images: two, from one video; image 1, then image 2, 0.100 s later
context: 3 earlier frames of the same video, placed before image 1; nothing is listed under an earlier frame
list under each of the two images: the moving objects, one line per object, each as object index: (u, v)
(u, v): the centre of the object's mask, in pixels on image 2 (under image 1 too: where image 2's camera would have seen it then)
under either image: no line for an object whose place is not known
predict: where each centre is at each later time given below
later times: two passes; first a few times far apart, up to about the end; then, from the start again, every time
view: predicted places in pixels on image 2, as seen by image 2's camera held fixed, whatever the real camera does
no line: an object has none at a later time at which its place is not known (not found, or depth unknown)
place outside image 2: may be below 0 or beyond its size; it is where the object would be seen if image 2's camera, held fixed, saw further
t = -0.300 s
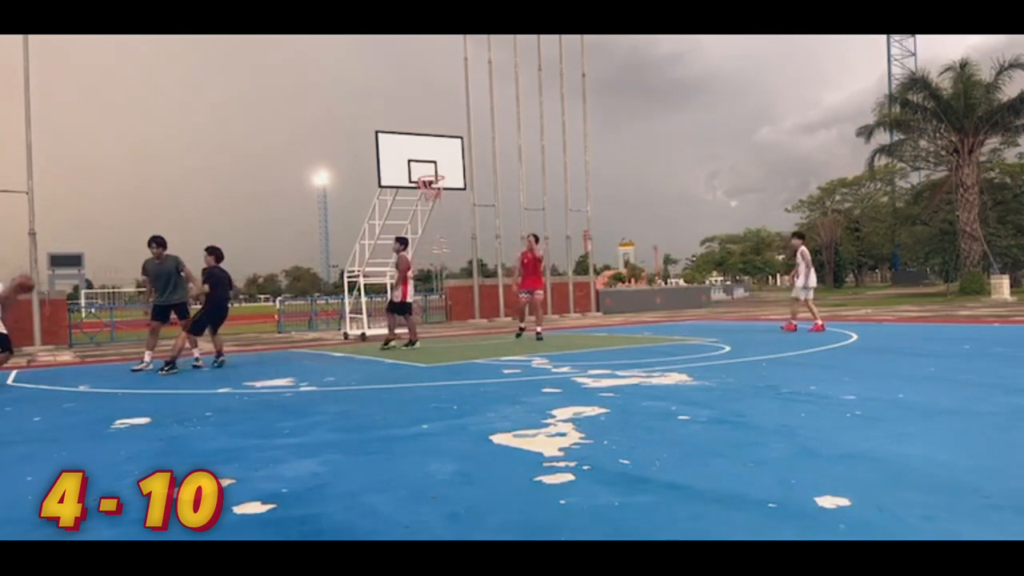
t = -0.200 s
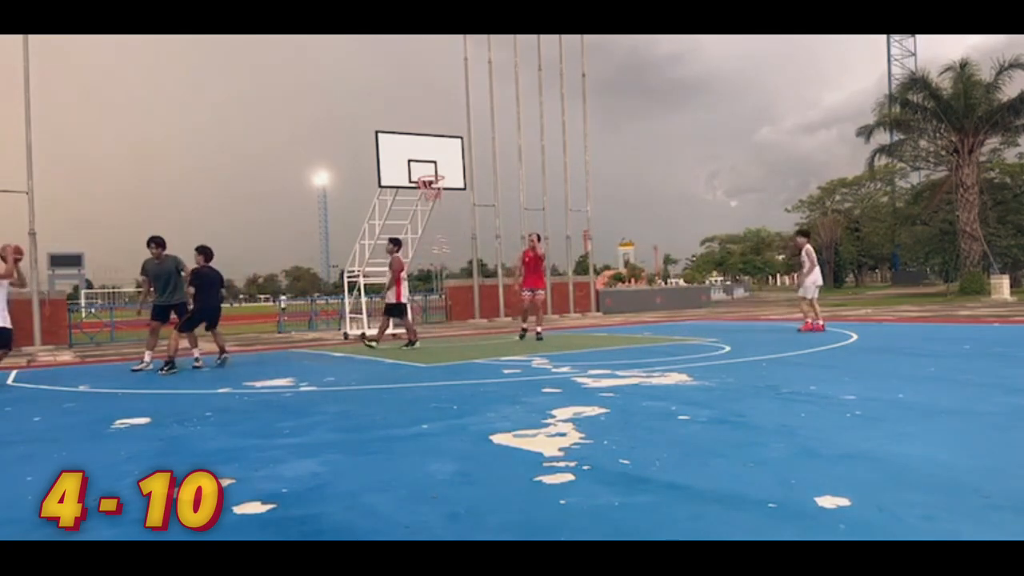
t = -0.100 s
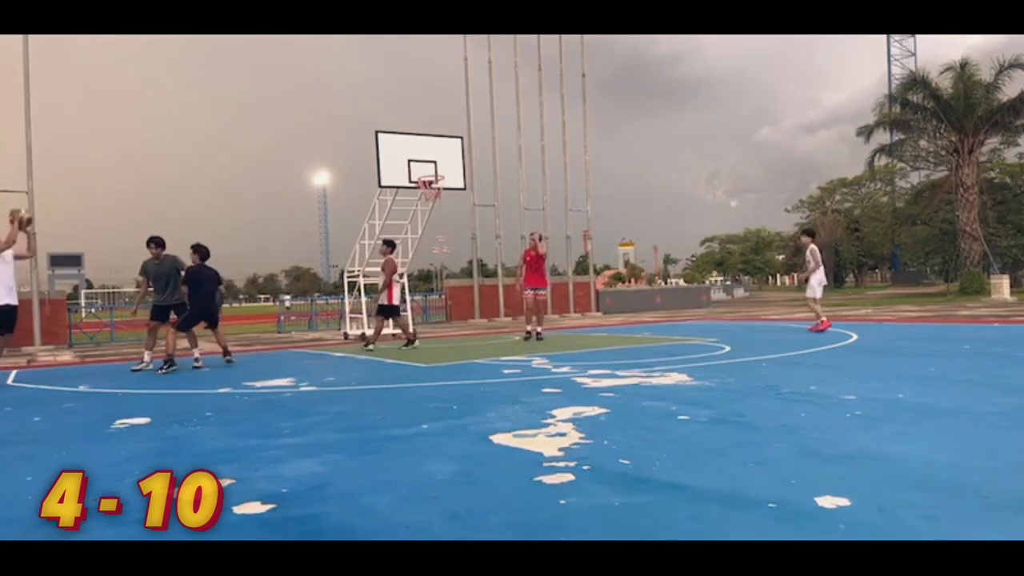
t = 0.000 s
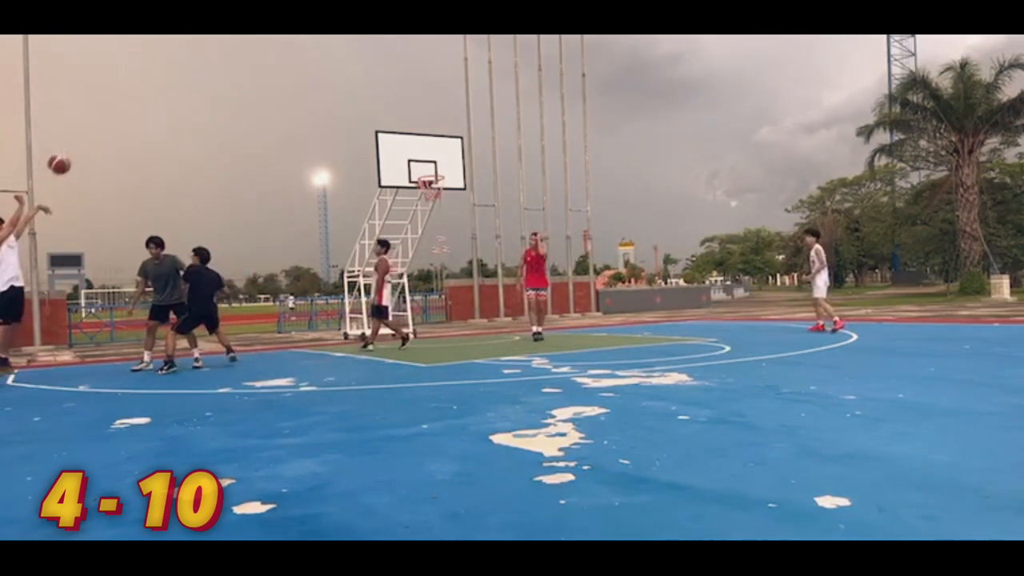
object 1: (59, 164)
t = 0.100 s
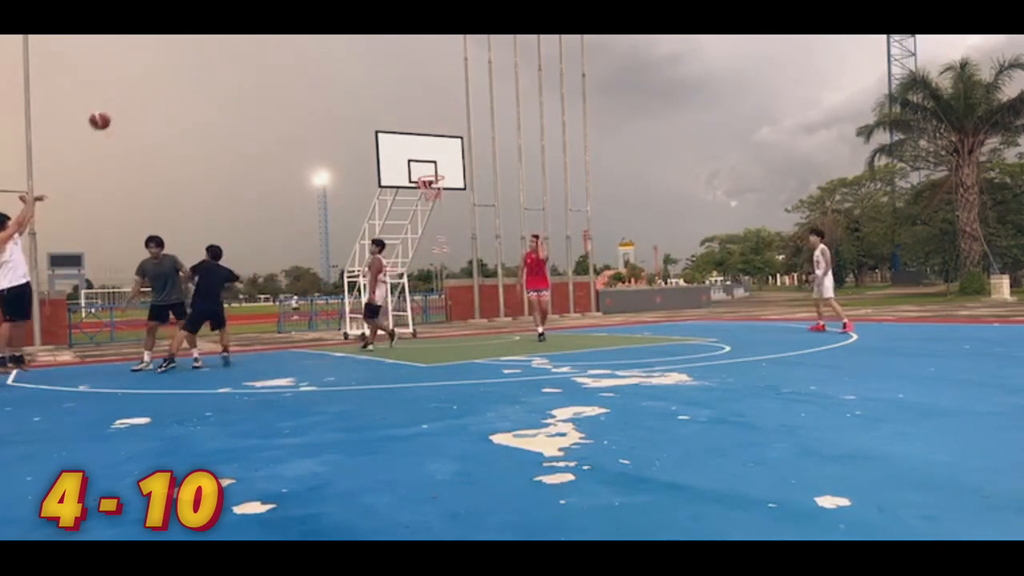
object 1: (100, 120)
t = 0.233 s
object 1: (149, 78)
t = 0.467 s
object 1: (225, 43)
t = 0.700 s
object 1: (290, 49)
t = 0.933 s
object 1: (346, 83)
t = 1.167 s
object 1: (396, 142)
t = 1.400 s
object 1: (414, 153)
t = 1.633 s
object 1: (419, 129)
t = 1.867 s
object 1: (425, 136)
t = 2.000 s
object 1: (430, 155)
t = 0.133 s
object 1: (113, 108)
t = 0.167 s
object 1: (125, 97)
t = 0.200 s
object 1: (137, 87)
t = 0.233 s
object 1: (149, 78)
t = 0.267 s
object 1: (160, 71)
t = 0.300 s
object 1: (172, 64)
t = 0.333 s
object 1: (183, 58)
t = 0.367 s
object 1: (194, 53)
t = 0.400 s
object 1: (204, 49)
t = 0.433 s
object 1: (215, 46)
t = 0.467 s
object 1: (225, 43)
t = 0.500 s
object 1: (235, 42)
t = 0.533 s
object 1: (244, 42)
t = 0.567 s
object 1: (253, 42)
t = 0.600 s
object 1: (262, 43)
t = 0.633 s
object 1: (272, 44)
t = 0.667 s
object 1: (281, 46)
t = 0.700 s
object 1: (290, 49)
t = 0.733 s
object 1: (298, 52)
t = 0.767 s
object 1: (307, 56)
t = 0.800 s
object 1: (315, 61)
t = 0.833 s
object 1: (323, 65)
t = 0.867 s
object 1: (331, 71)
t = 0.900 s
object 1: (339, 77)
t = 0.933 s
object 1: (346, 83)
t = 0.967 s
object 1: (354, 90)
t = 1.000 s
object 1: (361, 98)
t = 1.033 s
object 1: (369, 106)
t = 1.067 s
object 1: (376, 114)
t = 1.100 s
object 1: (383, 123)
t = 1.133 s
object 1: (389, 132)
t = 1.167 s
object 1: (396, 142)
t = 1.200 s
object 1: (403, 152)
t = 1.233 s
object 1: (410, 163)
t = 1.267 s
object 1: (415, 174)
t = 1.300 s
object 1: (414, 173)
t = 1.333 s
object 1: (413, 164)
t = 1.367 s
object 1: (414, 158)
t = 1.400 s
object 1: (414, 153)
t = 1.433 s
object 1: (415, 148)
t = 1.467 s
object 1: (416, 143)
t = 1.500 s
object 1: (416, 139)
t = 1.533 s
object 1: (417, 136)
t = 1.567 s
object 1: (417, 134)
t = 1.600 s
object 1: (419, 131)
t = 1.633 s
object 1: (419, 129)
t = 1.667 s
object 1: (420, 129)
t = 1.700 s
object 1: (421, 129)
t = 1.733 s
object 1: (421, 129)
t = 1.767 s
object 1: (423, 129)
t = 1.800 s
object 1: (424, 131)
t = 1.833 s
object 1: (425, 133)
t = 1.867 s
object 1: (425, 136)
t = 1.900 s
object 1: (427, 140)
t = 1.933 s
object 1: (428, 144)
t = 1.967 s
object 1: (429, 149)
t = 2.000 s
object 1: (430, 155)
